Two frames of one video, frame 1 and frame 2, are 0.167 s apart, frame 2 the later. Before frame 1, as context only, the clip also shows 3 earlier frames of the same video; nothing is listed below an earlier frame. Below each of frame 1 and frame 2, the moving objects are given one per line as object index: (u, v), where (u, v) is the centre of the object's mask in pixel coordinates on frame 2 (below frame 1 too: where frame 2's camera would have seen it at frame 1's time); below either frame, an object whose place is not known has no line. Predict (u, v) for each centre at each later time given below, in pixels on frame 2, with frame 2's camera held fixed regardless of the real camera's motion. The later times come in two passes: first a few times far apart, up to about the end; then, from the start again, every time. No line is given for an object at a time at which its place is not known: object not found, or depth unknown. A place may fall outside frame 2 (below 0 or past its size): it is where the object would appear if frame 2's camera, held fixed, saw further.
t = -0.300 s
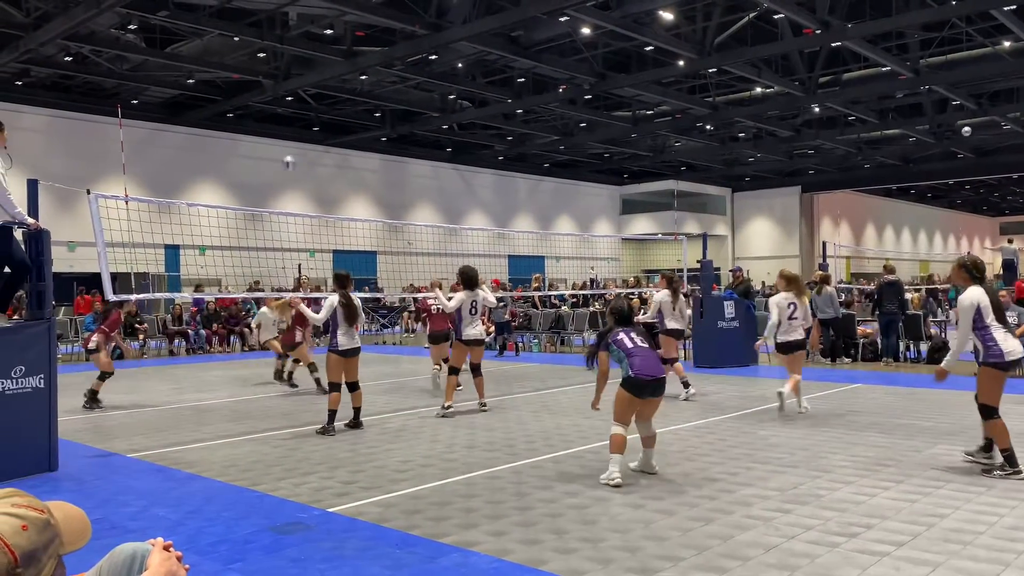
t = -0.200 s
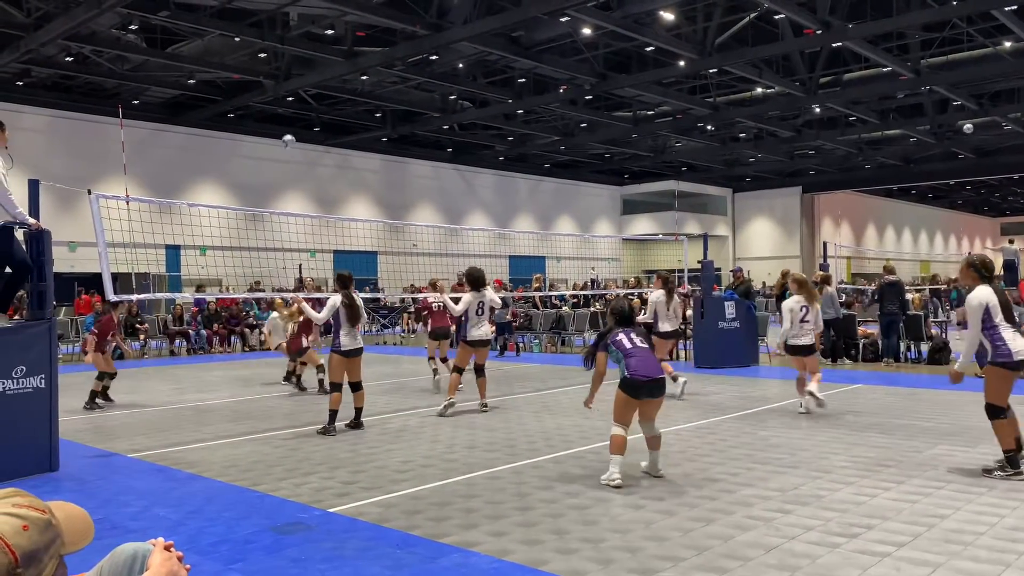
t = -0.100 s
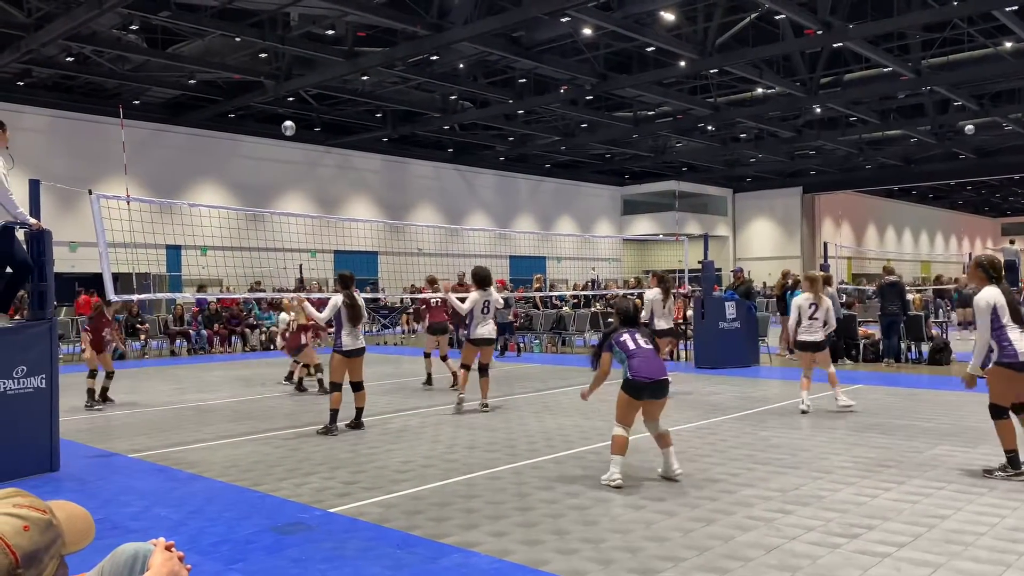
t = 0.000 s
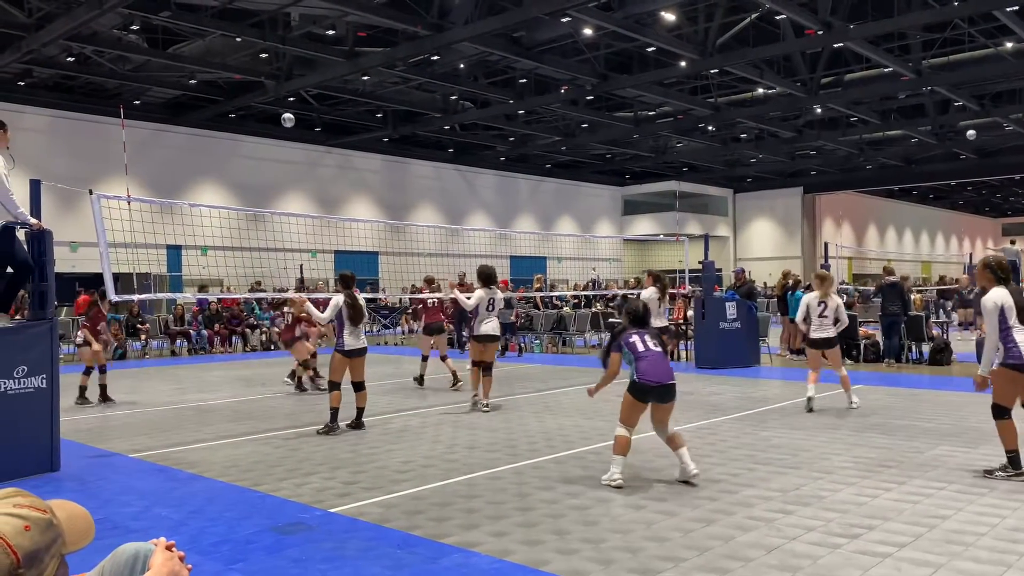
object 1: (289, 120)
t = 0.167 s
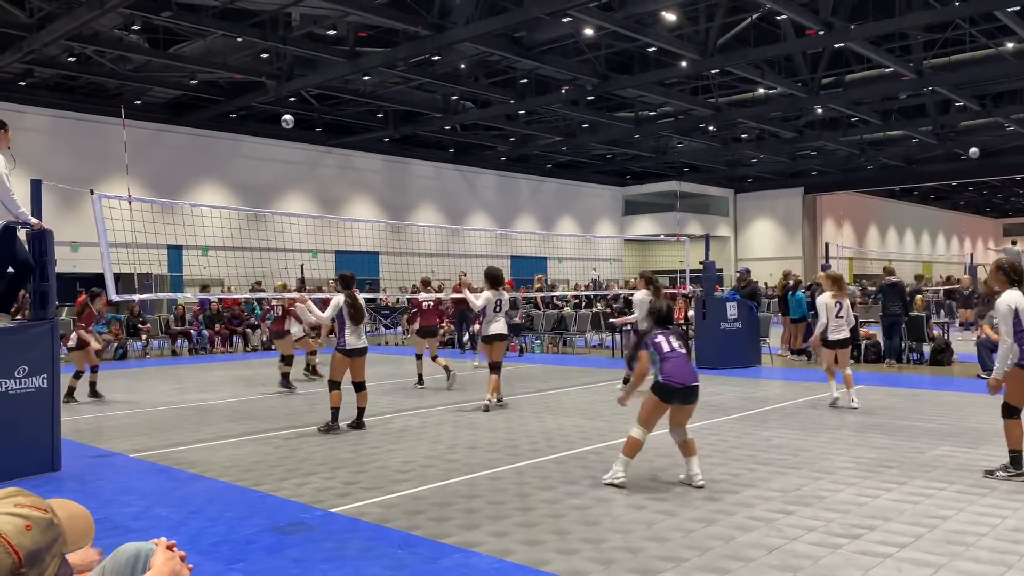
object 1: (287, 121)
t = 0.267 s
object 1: (287, 130)
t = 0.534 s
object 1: (286, 179)
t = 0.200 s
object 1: (287, 124)
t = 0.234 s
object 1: (287, 127)
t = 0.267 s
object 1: (287, 130)
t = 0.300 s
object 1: (286, 134)
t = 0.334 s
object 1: (286, 138)
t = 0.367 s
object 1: (286, 143)
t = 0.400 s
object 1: (286, 148)
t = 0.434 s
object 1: (286, 156)
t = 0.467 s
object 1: (286, 163)
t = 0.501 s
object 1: (286, 169)
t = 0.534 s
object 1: (286, 179)
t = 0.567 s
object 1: (286, 186)
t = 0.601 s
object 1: (286, 197)
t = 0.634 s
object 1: (285, 205)
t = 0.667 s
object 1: (286, 219)
